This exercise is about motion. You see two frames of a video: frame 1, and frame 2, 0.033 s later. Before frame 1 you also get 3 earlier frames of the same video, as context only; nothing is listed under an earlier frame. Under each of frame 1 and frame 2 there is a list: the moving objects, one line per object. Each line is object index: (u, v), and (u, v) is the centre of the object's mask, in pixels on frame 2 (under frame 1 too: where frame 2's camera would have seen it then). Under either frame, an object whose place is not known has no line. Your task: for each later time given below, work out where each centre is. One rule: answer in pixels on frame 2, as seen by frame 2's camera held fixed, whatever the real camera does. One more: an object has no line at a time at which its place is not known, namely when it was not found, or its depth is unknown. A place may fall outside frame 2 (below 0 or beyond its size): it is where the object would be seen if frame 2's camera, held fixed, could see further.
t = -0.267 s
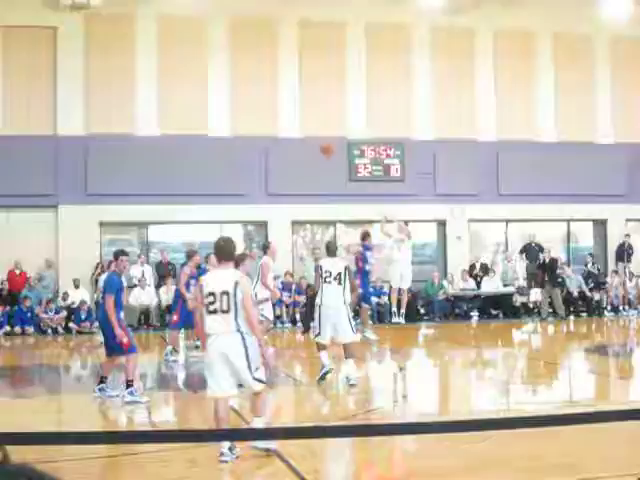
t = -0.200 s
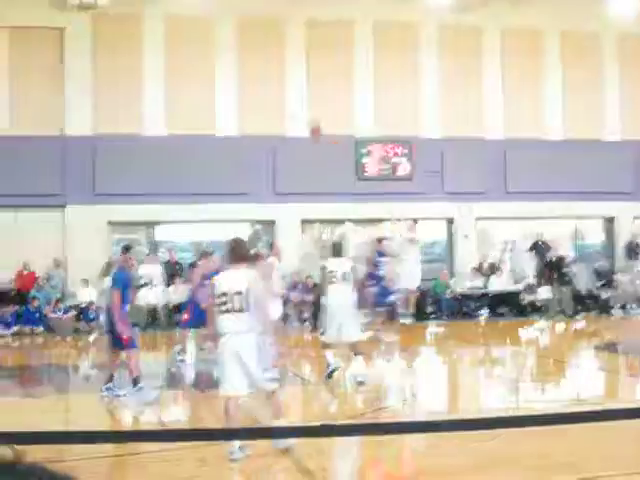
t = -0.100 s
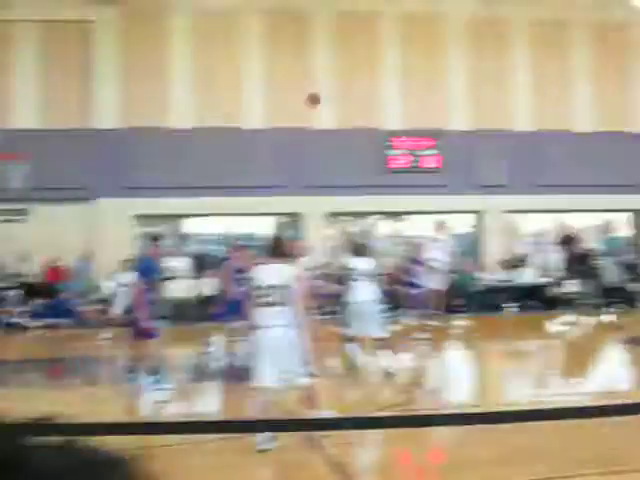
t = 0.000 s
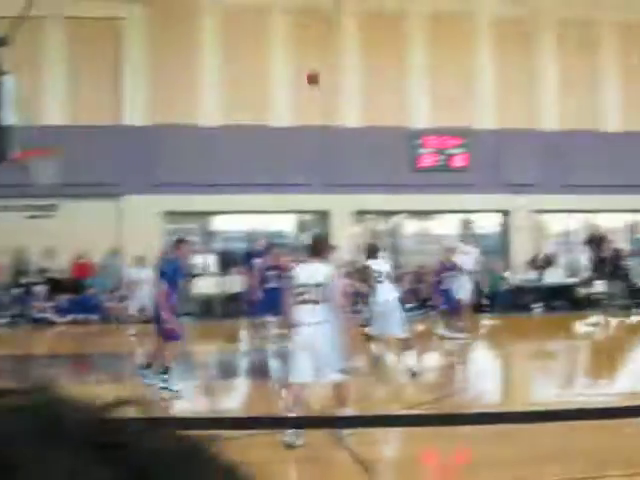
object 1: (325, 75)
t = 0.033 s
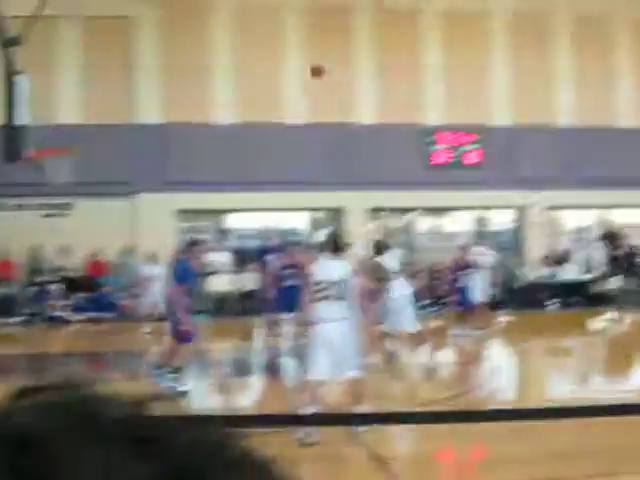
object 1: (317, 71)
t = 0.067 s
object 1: (307, 66)
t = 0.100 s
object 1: (298, 63)
